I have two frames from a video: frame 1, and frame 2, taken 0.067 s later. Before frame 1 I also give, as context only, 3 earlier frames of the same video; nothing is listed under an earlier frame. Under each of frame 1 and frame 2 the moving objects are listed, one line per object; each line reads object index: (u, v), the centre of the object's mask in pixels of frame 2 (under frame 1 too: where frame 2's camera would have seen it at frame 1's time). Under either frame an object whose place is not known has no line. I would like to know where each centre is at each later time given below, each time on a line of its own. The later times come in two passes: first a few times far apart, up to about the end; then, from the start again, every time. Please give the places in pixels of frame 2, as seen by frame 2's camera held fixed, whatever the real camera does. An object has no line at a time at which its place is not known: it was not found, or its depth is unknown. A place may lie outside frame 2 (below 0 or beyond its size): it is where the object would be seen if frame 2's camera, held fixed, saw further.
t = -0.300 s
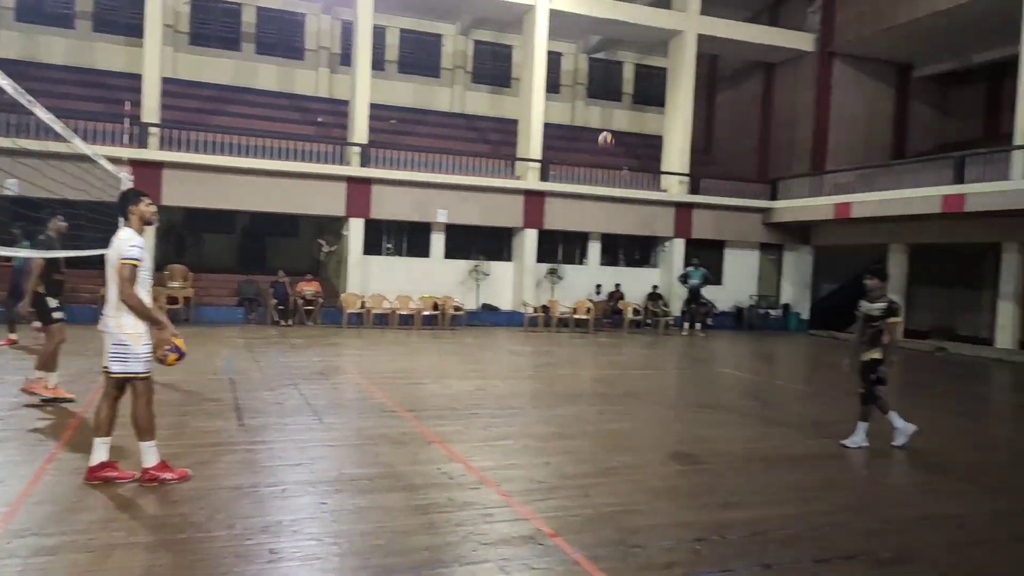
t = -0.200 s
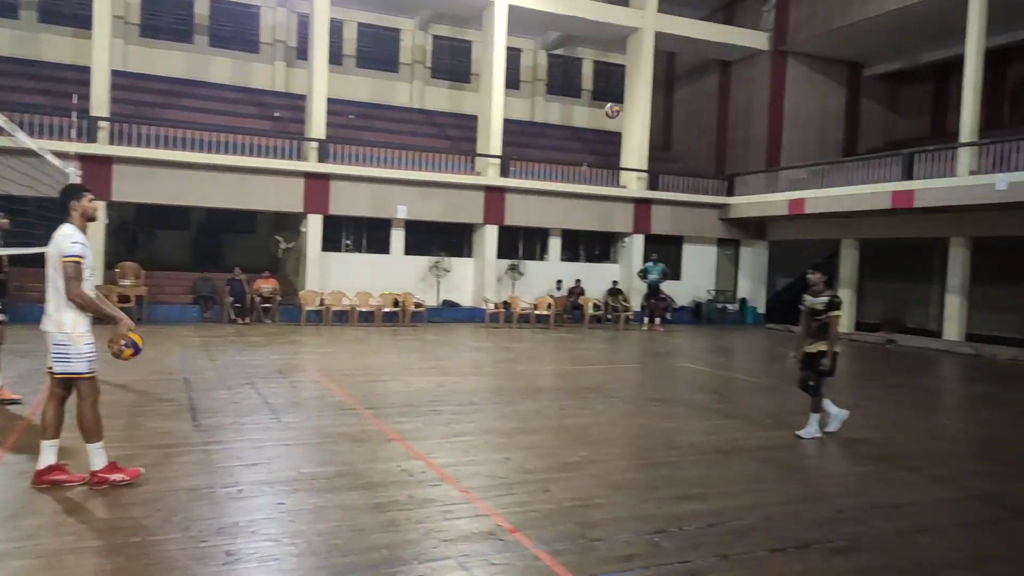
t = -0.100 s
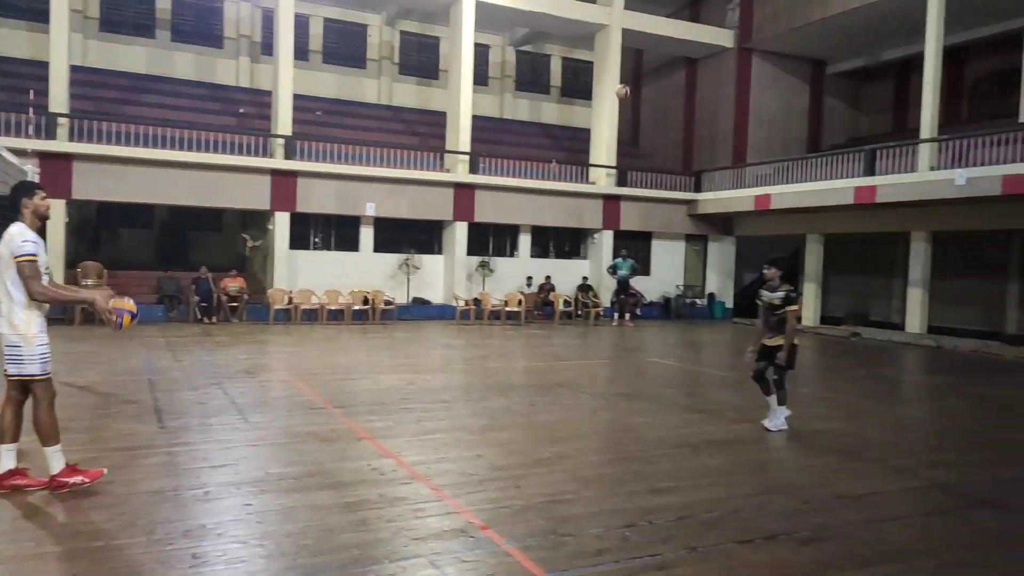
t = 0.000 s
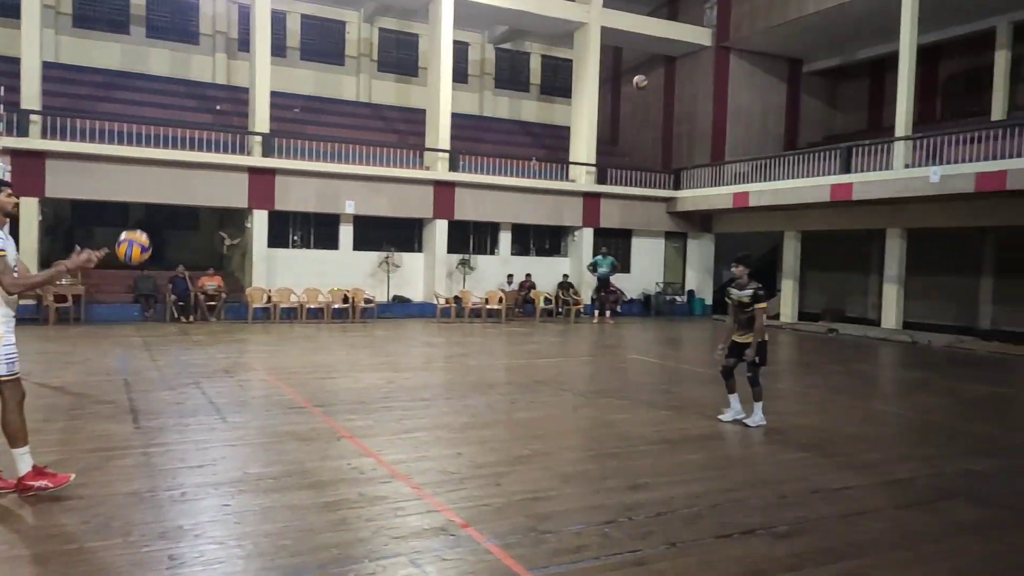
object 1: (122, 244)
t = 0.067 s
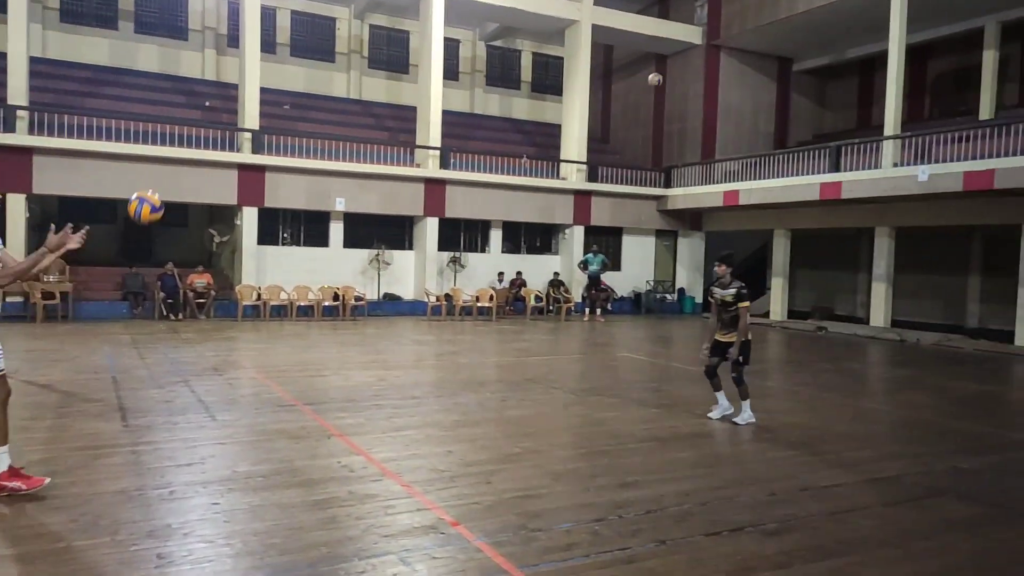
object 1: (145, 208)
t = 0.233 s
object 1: (203, 144)
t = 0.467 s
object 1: (278, 124)
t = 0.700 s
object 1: (347, 178)
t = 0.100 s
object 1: (158, 192)
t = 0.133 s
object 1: (170, 177)
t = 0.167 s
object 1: (181, 165)
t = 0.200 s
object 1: (192, 153)
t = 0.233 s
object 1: (203, 144)
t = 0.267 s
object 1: (215, 136)
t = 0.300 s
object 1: (224, 130)
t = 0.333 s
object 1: (236, 126)
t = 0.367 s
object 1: (247, 124)
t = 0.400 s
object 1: (258, 122)
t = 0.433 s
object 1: (269, 122)
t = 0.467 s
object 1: (278, 124)
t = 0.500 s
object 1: (288, 127)
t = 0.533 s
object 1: (298, 132)
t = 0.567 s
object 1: (309, 138)
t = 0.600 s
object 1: (318, 147)
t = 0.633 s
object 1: (328, 155)
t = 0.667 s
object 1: (338, 166)
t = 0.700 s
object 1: (347, 178)
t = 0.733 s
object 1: (357, 192)
